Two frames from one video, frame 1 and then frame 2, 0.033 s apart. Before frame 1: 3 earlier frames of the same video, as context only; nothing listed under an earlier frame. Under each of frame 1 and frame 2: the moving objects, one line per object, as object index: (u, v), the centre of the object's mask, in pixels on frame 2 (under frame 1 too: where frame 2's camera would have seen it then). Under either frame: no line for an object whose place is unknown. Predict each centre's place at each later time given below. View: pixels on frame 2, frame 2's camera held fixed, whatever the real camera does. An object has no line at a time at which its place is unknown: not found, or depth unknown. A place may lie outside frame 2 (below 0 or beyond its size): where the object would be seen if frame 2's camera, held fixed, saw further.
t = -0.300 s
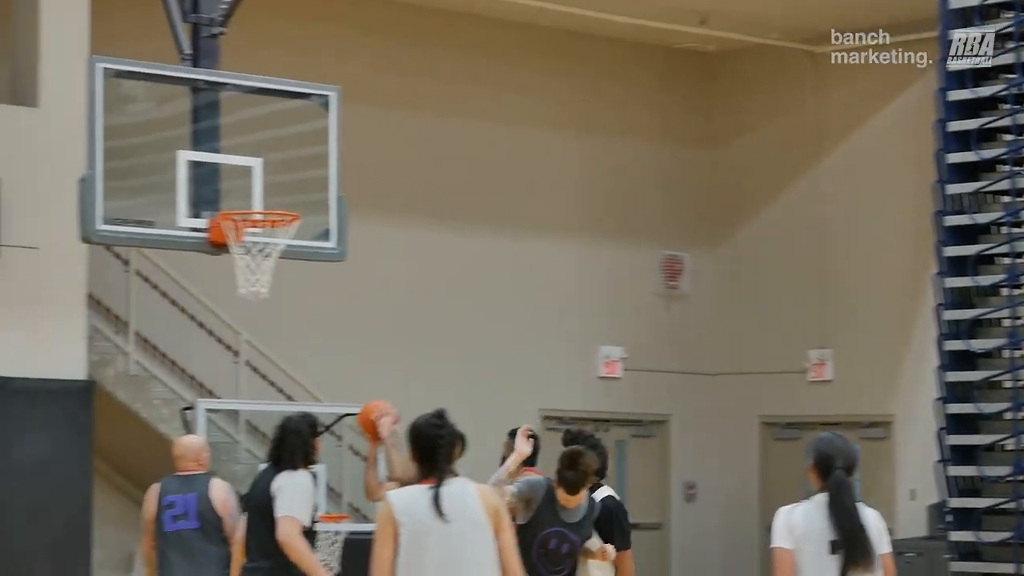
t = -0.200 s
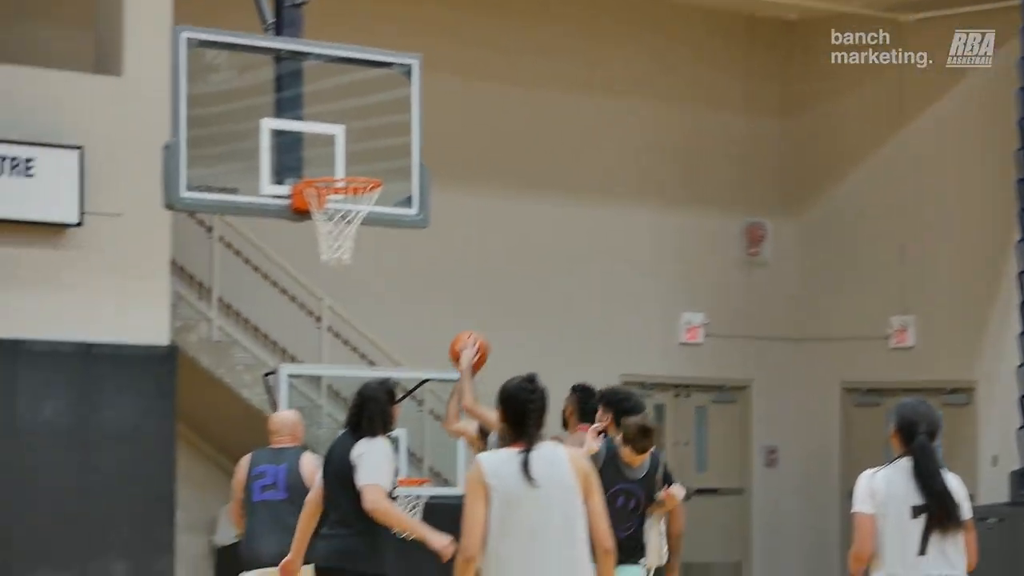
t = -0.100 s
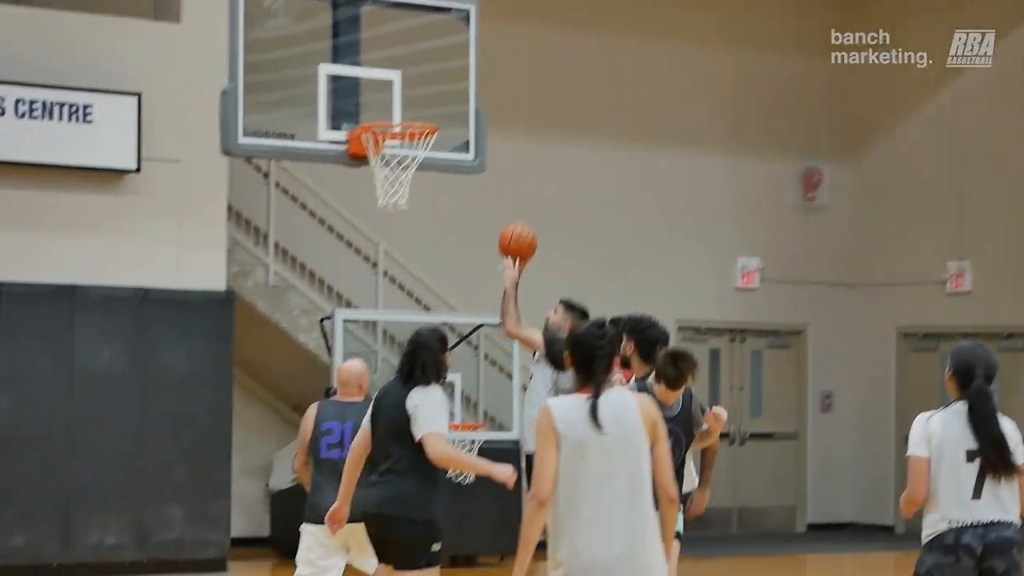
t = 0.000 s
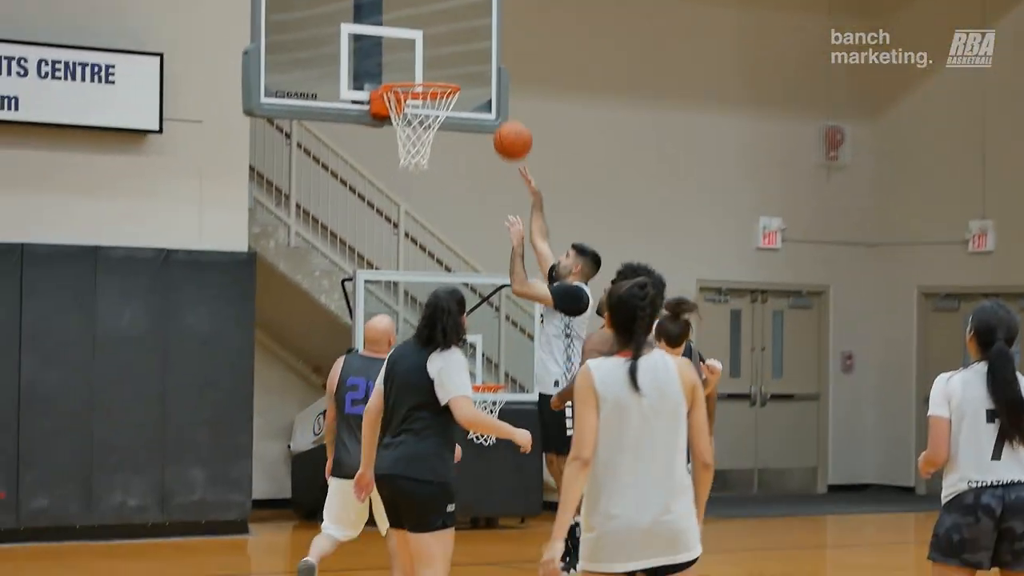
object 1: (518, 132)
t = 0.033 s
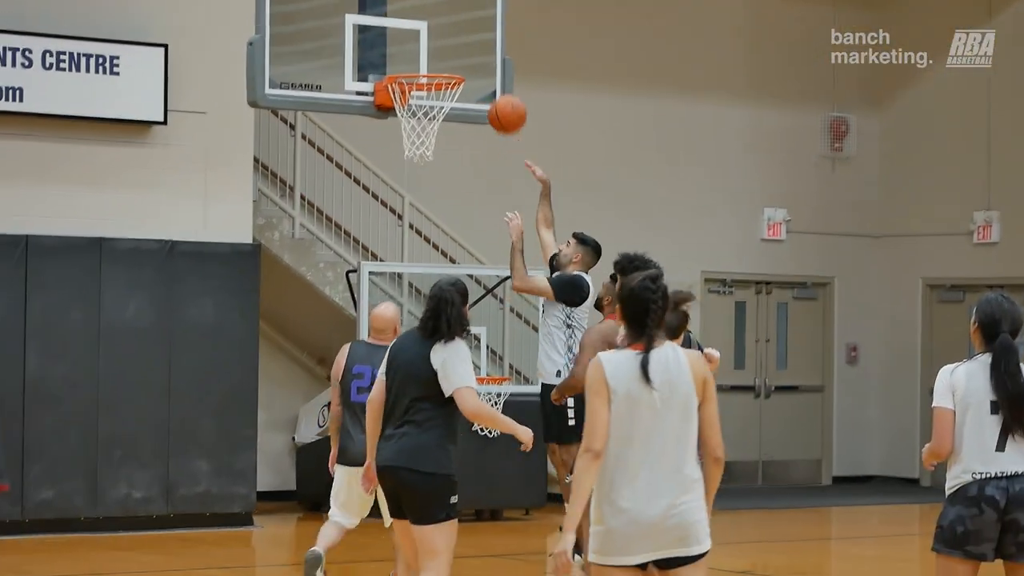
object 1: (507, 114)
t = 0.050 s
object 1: (502, 106)
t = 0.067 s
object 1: (496, 98)
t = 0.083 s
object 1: (491, 90)
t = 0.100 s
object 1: (485, 84)
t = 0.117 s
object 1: (481, 78)
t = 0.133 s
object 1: (476, 71)
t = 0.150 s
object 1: (470, 65)
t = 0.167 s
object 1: (465, 60)
